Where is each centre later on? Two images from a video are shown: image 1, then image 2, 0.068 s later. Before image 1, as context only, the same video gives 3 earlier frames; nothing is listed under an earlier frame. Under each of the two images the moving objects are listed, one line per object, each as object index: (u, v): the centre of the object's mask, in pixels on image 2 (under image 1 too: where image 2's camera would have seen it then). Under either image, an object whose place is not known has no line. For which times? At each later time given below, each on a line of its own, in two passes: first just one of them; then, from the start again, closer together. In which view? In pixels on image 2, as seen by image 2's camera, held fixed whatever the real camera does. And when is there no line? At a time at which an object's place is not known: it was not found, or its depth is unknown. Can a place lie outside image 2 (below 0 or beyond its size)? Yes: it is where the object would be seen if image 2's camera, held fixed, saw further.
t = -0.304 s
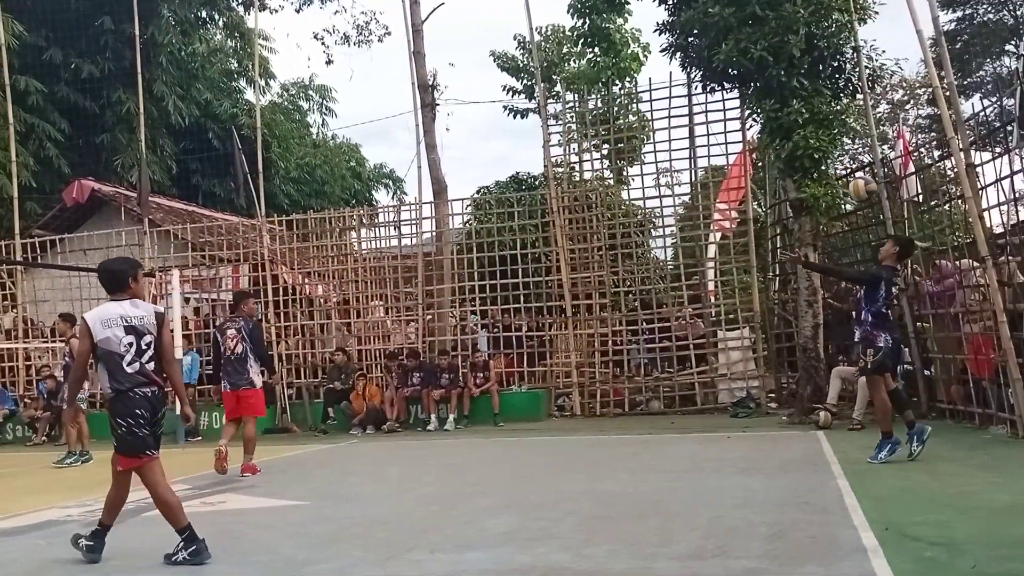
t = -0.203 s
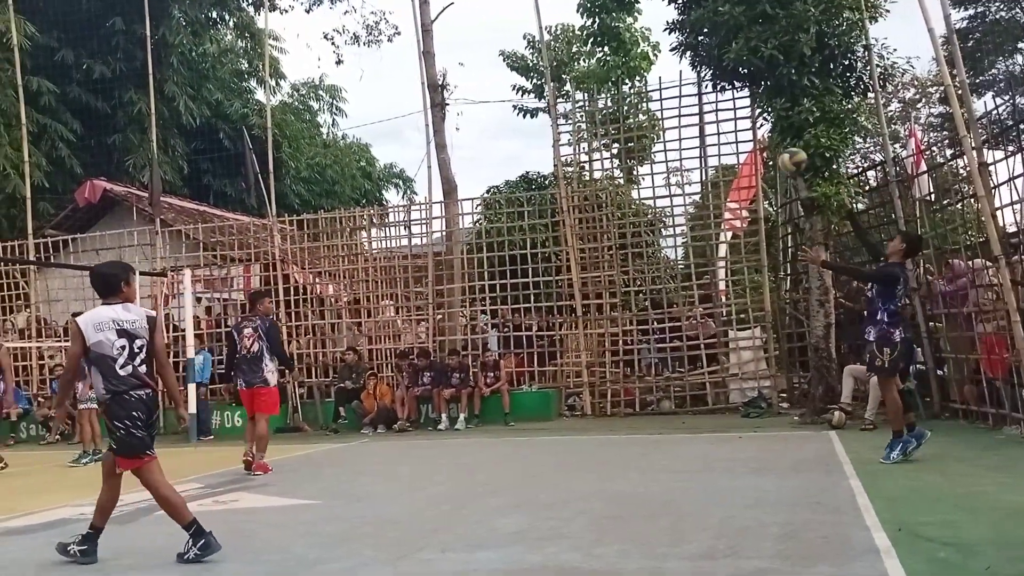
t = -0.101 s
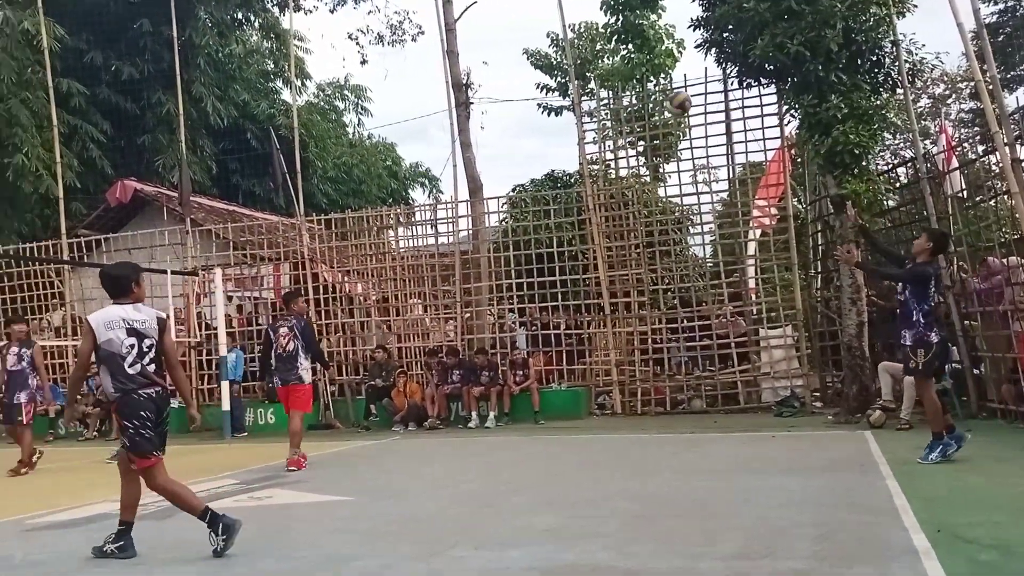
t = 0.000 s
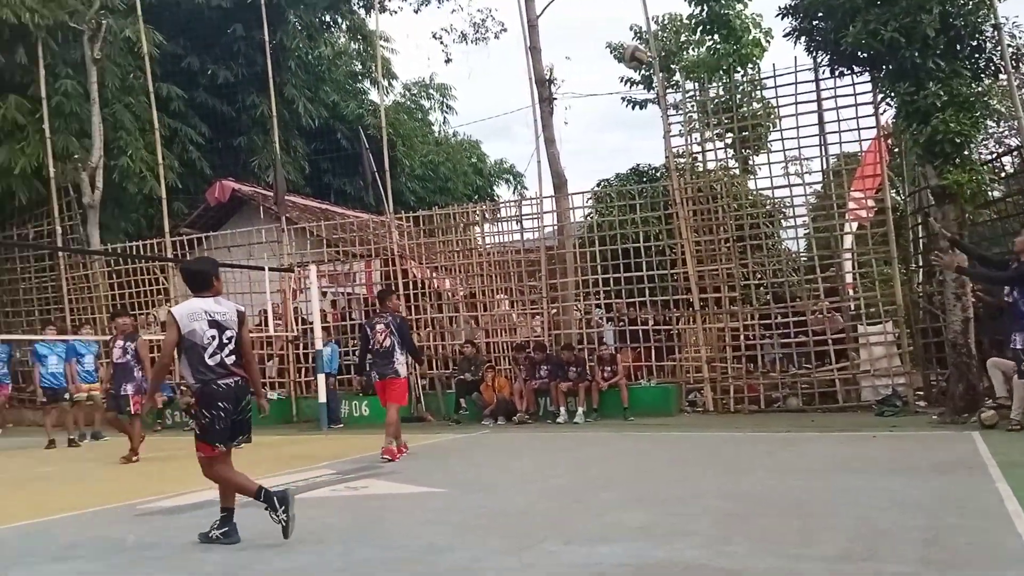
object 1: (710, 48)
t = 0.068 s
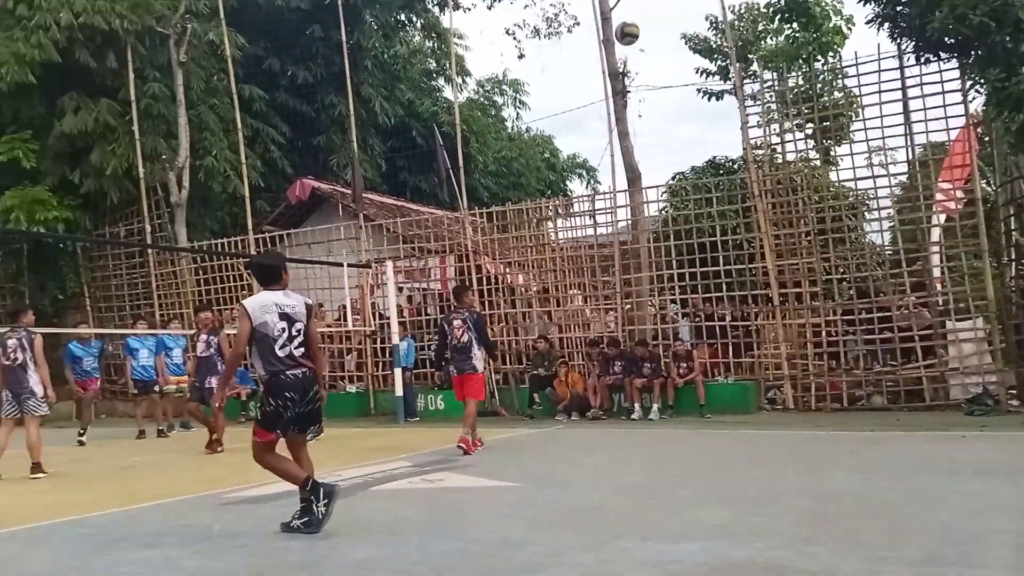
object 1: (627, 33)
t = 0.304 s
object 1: (384, 26)
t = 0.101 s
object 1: (588, 28)
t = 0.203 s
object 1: (479, 20)
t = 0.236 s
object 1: (446, 21)
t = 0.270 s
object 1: (414, 23)
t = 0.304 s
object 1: (384, 26)
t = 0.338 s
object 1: (354, 28)
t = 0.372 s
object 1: (325, 31)
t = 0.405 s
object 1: (299, 34)
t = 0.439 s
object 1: (270, 40)
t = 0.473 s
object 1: (243, 46)
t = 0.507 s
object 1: (219, 53)
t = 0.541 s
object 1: (194, 61)
